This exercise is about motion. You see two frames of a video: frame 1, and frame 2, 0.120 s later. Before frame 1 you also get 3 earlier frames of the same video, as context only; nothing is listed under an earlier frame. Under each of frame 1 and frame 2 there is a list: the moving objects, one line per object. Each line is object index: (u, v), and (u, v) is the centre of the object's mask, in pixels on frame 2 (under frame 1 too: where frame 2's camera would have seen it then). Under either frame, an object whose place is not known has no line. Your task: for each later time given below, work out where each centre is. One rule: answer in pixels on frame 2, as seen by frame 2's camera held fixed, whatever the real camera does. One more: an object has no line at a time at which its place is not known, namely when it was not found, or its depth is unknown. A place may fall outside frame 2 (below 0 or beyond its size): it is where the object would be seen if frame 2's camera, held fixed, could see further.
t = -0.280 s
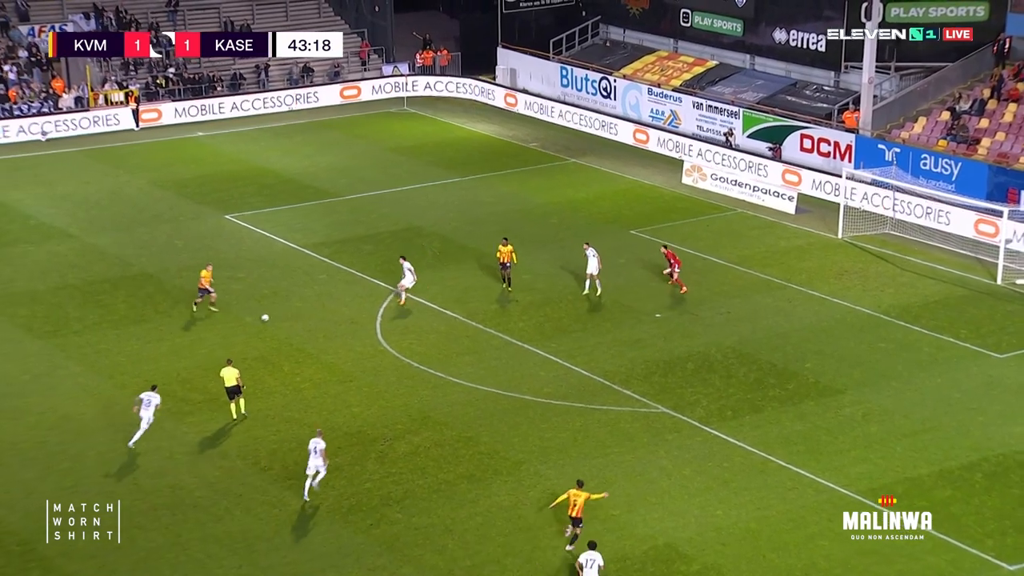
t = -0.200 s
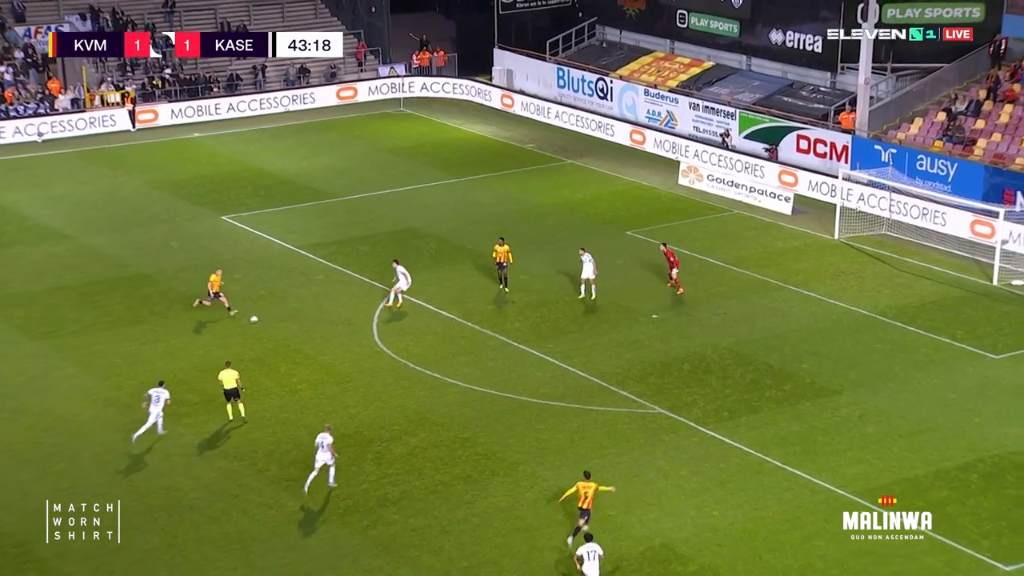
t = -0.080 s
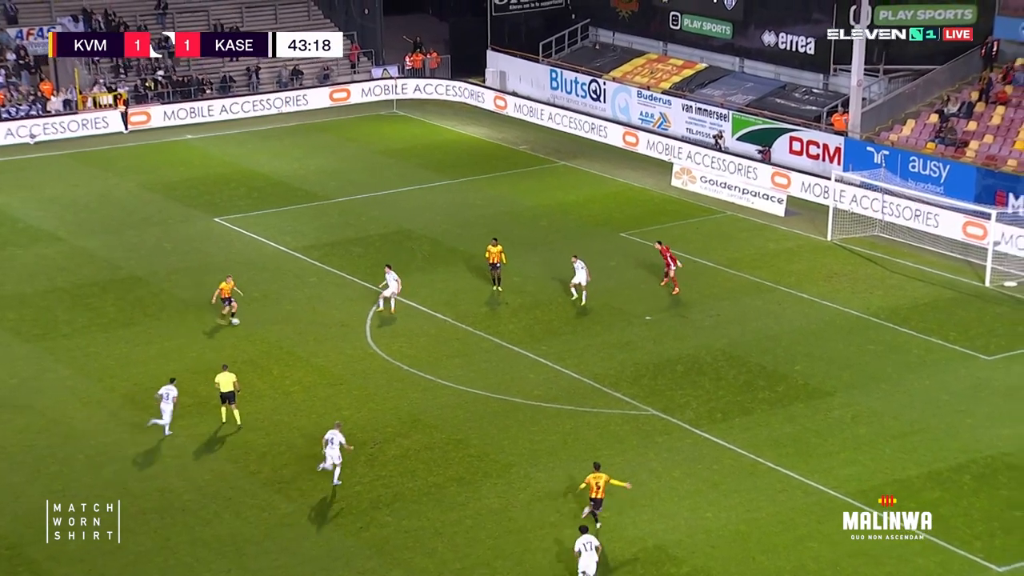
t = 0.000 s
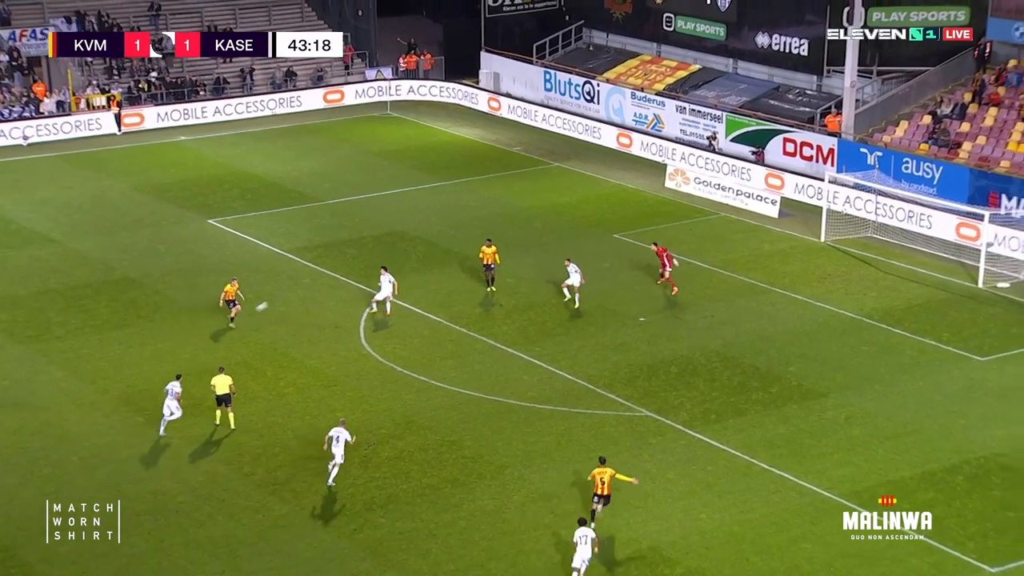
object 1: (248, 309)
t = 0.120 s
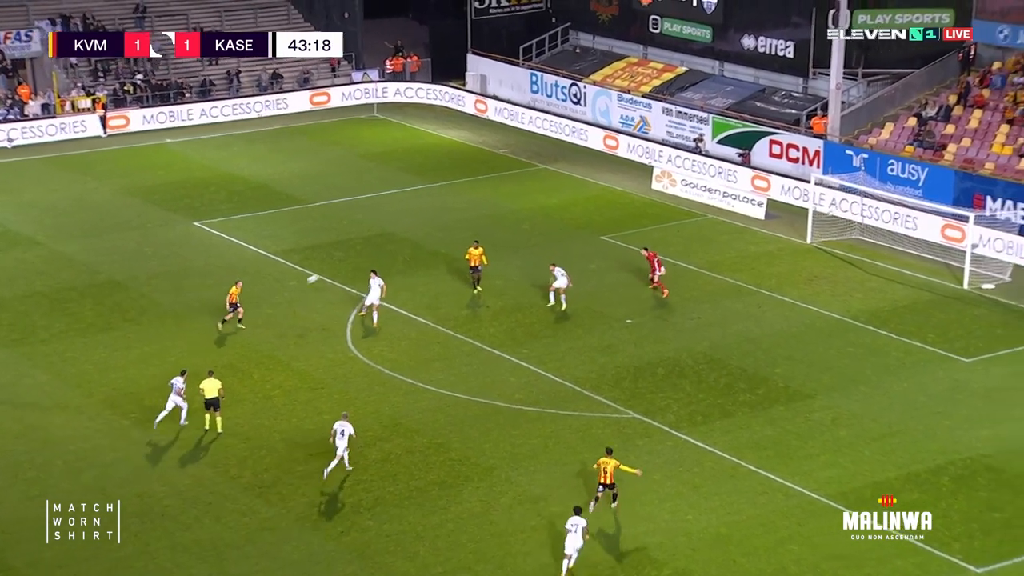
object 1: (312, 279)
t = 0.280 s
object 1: (391, 244)
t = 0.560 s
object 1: (513, 198)
